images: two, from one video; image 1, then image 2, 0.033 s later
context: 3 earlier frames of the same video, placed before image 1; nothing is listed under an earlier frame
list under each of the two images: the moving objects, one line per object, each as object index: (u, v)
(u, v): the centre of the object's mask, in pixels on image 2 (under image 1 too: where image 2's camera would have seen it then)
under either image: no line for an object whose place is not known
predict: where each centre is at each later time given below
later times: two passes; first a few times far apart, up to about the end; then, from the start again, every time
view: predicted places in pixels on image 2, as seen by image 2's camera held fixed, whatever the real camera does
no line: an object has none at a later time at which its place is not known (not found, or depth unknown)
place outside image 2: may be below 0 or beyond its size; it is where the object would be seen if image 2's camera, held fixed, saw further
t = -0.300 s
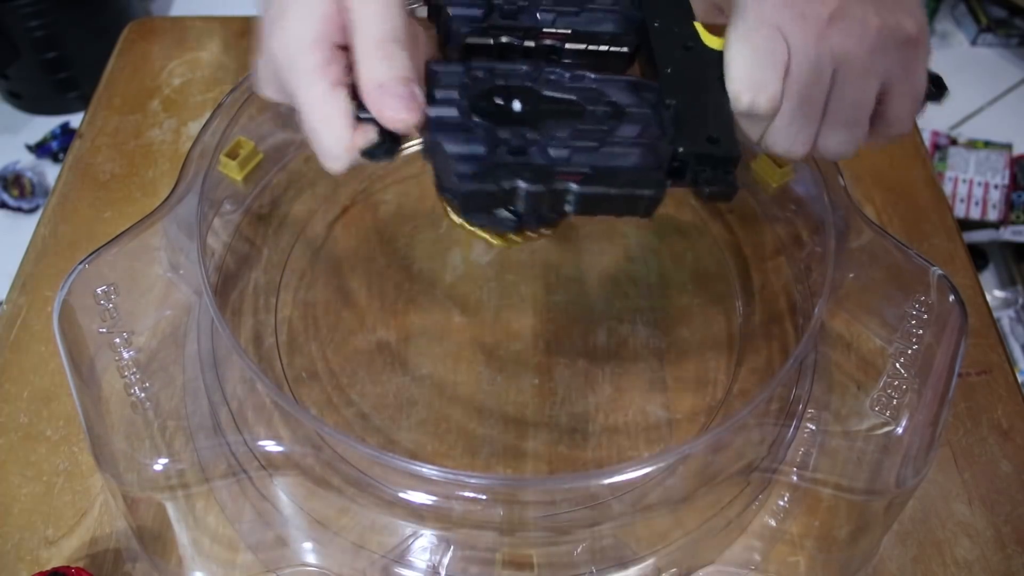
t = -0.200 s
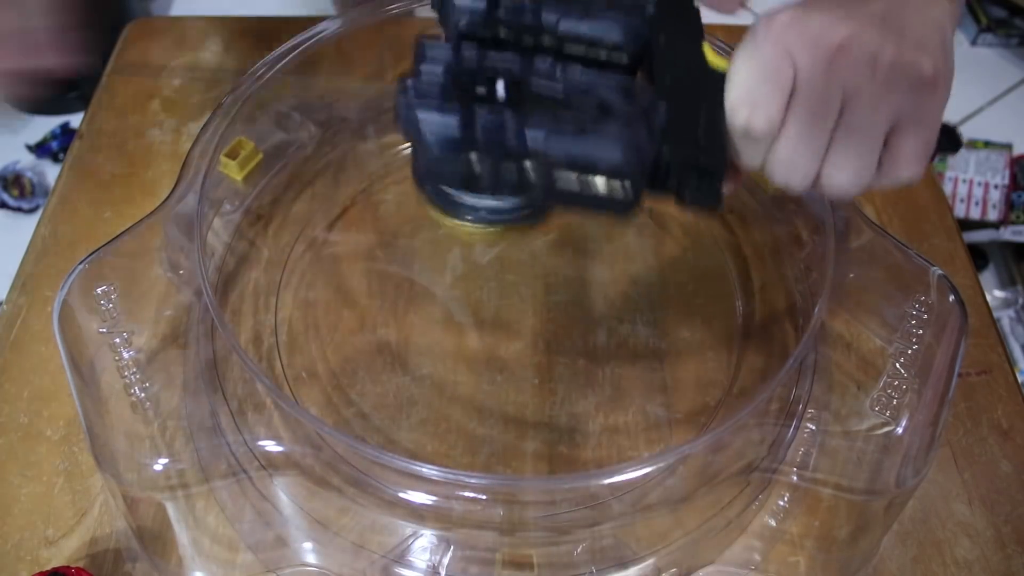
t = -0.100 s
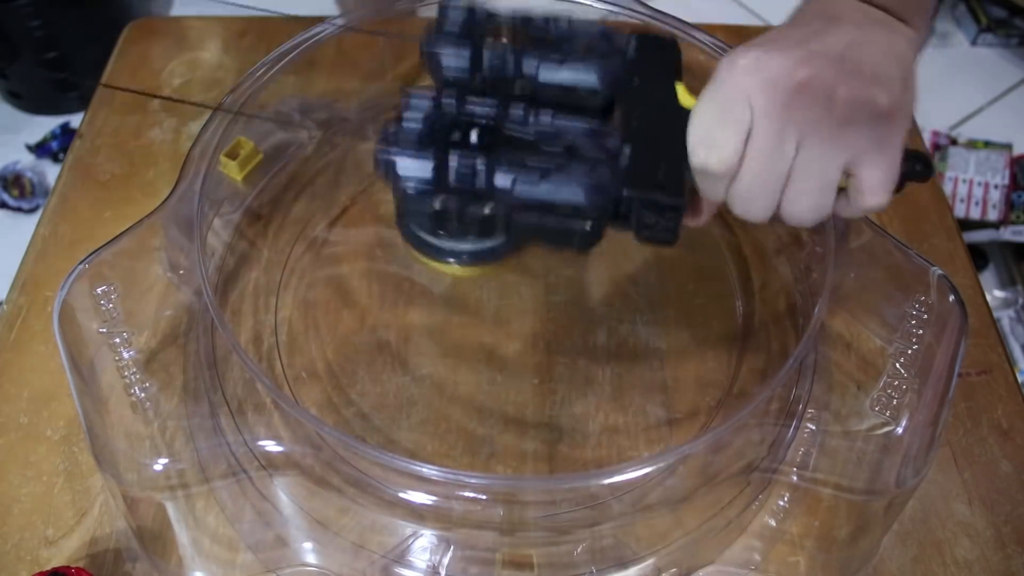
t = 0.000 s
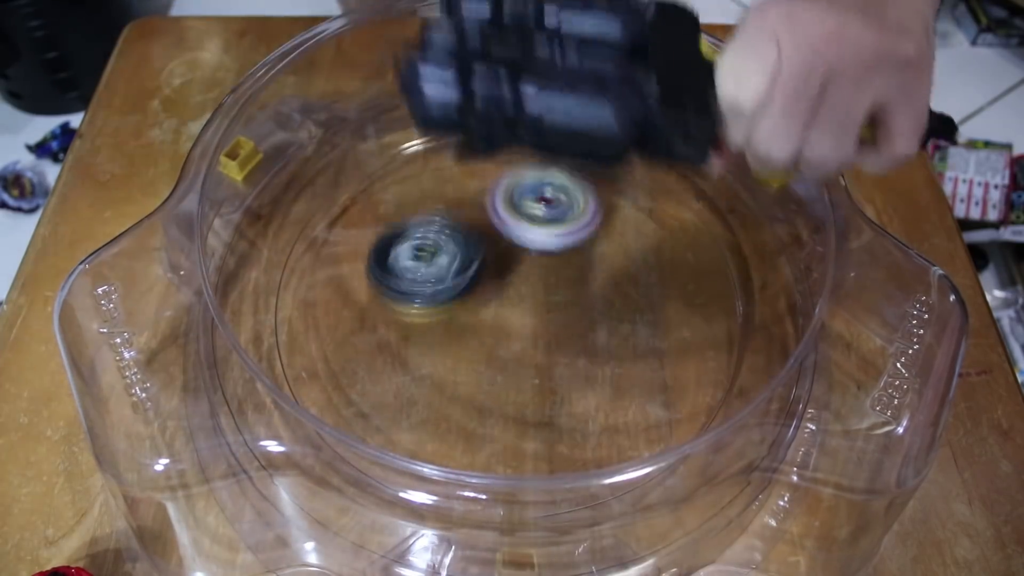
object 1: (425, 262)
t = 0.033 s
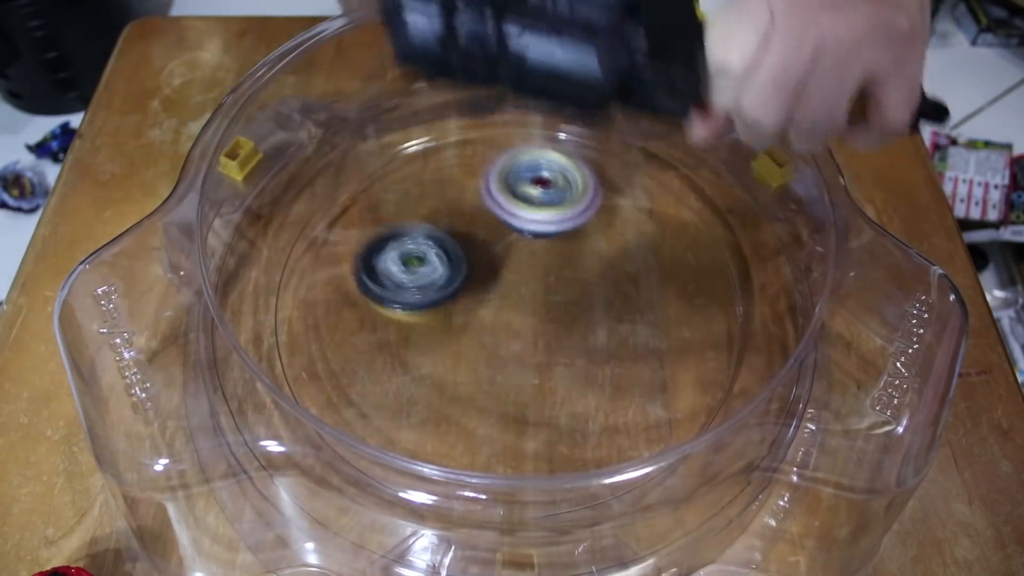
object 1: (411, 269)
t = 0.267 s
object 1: (355, 314)
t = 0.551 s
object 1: (512, 364)
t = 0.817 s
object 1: (492, 210)
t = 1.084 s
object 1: (259, 275)
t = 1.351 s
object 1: (420, 462)
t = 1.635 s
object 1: (690, 127)
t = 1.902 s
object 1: (484, 138)
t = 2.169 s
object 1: (358, 203)
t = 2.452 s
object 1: (574, 351)
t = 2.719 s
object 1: (660, 135)
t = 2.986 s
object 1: (475, 110)
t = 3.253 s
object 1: (402, 375)
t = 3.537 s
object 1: (768, 378)
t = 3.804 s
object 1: (711, 223)
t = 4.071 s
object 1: (396, 217)
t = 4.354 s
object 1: (358, 449)
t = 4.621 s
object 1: (591, 455)
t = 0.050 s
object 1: (405, 260)
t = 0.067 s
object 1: (398, 252)
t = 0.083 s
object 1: (391, 250)
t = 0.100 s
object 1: (385, 249)
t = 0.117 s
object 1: (380, 252)
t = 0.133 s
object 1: (374, 259)
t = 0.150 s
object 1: (370, 267)
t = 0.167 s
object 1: (365, 281)
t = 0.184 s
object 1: (361, 297)
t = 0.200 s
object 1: (361, 302)
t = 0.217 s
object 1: (360, 302)
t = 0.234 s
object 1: (360, 303)
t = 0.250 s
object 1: (360, 307)
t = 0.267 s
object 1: (355, 314)
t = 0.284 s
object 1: (339, 327)
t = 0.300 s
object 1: (324, 345)
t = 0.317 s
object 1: (311, 363)
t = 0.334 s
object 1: (311, 371)
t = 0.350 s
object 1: (326, 366)
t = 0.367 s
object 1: (340, 363)
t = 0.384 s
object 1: (355, 362)
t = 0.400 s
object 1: (372, 364)
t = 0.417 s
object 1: (389, 369)
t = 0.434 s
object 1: (406, 374)
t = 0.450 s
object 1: (422, 368)
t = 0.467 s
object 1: (438, 365)
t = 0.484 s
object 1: (455, 366)
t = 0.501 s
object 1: (472, 369)
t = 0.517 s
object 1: (488, 369)
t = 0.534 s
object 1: (500, 365)
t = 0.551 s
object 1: (512, 364)
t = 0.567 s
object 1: (524, 362)
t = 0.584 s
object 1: (534, 355)
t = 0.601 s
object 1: (544, 348)
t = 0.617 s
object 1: (551, 339)
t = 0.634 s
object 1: (557, 329)
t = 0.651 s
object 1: (562, 318)
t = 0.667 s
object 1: (565, 307)
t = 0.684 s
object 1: (564, 295)
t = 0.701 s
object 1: (563, 282)
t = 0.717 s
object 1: (558, 272)
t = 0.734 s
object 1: (551, 262)
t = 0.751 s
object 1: (541, 252)
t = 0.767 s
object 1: (531, 242)
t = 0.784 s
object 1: (519, 231)
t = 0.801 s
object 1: (506, 220)
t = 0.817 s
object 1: (492, 210)
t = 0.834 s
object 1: (476, 200)
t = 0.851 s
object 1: (459, 191)
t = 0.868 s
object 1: (439, 188)
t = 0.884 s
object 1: (419, 187)
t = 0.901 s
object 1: (398, 189)
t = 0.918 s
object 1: (378, 192)
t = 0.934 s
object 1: (357, 192)
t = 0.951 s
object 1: (336, 195)
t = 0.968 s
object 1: (315, 198)
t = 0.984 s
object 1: (296, 203)
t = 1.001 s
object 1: (281, 209)
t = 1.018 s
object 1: (264, 219)
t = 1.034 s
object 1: (253, 232)
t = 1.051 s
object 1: (253, 247)
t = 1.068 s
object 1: (257, 259)
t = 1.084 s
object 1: (259, 275)
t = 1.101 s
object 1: (264, 288)
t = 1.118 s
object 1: (267, 299)
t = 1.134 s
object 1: (256, 316)
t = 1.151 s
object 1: (246, 334)
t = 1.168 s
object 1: (243, 349)
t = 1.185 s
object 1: (240, 369)
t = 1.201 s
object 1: (242, 387)
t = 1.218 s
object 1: (246, 405)
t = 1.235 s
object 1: (258, 420)
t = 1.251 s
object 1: (271, 433)
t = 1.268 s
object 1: (280, 455)
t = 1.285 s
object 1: (309, 464)
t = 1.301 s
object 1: (338, 456)
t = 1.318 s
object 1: (365, 460)
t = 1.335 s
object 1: (389, 461)
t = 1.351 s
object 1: (420, 462)
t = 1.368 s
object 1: (449, 460)
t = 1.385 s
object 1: (482, 438)
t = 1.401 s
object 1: (514, 433)
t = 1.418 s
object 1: (544, 428)
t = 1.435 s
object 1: (573, 417)
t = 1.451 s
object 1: (600, 404)
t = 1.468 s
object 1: (624, 384)
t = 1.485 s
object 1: (647, 362)
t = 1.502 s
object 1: (665, 341)
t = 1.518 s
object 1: (678, 313)
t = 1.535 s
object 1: (691, 288)
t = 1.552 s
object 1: (701, 263)
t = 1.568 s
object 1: (707, 234)
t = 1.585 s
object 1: (711, 207)
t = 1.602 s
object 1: (707, 177)
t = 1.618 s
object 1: (701, 147)
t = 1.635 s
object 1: (690, 127)
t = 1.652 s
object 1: (670, 116)
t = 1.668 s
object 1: (641, 110)
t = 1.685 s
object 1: (618, 101)
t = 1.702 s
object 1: (592, 88)
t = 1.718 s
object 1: (562, 76)
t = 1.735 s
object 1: (533, 69)
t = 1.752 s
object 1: (507, 65)
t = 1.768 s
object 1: (480, 56)
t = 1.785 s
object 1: (454, 50)
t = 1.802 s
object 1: (432, 49)
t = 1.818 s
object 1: (437, 61)
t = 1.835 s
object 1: (446, 73)
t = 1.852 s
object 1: (457, 87)
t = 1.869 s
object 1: (467, 101)
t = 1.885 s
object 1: (476, 119)
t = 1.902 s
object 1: (484, 138)
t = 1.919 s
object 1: (489, 153)
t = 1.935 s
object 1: (481, 151)
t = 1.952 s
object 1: (467, 141)
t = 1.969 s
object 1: (454, 135)
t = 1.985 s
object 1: (440, 133)
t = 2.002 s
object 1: (427, 133)
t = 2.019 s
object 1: (414, 137)
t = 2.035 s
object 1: (403, 136)
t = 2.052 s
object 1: (393, 136)
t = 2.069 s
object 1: (383, 138)
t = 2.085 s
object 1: (373, 147)
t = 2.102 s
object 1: (369, 153)
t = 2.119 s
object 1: (365, 163)
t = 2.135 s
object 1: (362, 177)
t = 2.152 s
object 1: (360, 192)
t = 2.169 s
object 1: (358, 203)
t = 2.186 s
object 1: (357, 219)
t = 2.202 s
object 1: (357, 231)
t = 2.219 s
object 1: (360, 244)
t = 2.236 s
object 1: (364, 256)
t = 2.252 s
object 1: (371, 268)
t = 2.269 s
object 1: (381, 280)
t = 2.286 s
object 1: (391, 292)
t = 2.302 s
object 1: (405, 303)
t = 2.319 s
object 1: (420, 315)
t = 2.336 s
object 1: (436, 325)
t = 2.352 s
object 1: (454, 336)
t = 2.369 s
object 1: (473, 344)
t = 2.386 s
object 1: (492, 350)
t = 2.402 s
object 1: (513, 354)
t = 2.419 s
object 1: (534, 354)
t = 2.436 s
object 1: (555, 355)
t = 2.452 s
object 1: (574, 351)
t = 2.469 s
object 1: (592, 347)
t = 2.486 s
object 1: (609, 339)
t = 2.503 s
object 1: (624, 330)
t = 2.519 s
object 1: (638, 318)
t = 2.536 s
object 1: (650, 308)
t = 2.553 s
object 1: (661, 294)
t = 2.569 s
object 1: (673, 276)
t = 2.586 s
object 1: (680, 261)
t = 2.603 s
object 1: (686, 244)
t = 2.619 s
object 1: (690, 226)
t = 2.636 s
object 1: (691, 207)
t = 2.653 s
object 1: (690, 192)
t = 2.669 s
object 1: (684, 176)
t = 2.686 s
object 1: (677, 158)
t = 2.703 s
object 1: (668, 146)
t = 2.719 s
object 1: (660, 135)
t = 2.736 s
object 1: (653, 124)
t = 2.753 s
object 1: (644, 115)
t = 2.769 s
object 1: (636, 108)
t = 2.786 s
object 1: (625, 103)
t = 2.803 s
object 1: (614, 98)
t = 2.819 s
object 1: (602, 95)
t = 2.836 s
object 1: (590, 92)
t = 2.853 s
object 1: (578, 90)
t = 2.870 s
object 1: (565, 89)
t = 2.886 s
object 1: (553, 89)
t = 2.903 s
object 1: (540, 90)
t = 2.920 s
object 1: (527, 91)
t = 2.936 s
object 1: (514, 94)
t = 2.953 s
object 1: (502, 98)
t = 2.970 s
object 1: (488, 103)
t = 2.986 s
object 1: (475, 110)
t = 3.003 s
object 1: (461, 118)
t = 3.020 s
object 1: (446, 126)
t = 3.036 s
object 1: (430, 138)
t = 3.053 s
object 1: (415, 151)
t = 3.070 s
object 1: (400, 163)
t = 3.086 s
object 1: (388, 179)
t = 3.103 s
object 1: (377, 196)
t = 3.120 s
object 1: (369, 214)
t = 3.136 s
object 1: (364, 233)
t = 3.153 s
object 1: (362, 252)
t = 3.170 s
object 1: (363, 272)
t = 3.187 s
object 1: (367, 292)
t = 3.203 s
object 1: (374, 312)
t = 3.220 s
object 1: (383, 333)
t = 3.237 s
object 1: (391, 354)
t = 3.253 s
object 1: (402, 375)
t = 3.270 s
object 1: (417, 395)
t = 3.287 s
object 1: (436, 412)
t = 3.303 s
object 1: (458, 422)
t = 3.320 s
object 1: (481, 432)
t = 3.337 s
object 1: (506, 449)
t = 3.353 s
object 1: (534, 458)
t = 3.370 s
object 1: (561, 464)
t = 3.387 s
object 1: (590, 464)
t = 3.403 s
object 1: (619, 459)
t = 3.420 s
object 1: (646, 450)
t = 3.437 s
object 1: (672, 439)
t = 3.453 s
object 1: (695, 430)
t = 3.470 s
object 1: (715, 420)
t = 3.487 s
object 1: (731, 411)
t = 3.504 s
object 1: (747, 400)
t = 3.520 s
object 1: (758, 388)
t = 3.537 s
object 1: (768, 378)
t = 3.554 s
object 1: (777, 365)
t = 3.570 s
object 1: (783, 354)
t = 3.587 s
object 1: (789, 343)
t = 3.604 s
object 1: (792, 331)
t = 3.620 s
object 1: (797, 320)
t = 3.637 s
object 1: (798, 309)
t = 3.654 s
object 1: (798, 297)
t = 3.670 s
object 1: (795, 286)
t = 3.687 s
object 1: (779, 277)
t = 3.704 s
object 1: (774, 270)
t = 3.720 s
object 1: (767, 261)
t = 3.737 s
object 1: (757, 252)
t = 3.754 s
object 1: (746, 243)
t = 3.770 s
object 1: (736, 236)
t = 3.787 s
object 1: (725, 229)
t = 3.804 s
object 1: (711, 223)
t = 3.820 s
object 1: (694, 211)
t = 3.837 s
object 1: (678, 205)
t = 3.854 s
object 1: (663, 198)
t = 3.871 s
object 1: (643, 191)
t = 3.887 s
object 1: (624, 183)
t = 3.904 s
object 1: (604, 180)
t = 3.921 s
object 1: (584, 179)
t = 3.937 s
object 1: (563, 176)
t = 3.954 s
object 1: (541, 176)
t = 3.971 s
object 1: (518, 177)
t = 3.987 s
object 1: (497, 180)
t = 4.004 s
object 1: (476, 185)
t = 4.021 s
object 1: (455, 191)
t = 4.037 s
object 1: (435, 199)
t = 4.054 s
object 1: (414, 207)
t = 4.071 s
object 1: (396, 217)
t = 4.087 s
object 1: (381, 227)
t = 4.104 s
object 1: (366, 239)
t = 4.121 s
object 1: (353, 248)
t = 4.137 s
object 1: (341, 263)
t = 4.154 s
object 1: (332, 277)
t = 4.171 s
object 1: (324, 290)
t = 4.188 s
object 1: (315, 306)
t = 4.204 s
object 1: (308, 320)
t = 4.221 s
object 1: (303, 334)
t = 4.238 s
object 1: (303, 347)
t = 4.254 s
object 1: (307, 359)
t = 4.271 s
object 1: (308, 378)
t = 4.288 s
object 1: (314, 395)
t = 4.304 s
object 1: (325, 410)
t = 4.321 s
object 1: (334, 426)
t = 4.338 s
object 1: (347, 441)
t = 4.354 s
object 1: (358, 449)
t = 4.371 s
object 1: (371, 459)
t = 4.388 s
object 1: (386, 467)
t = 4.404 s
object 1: (399, 473)
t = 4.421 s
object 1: (412, 479)
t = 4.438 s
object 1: (428, 484)
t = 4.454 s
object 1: (446, 493)
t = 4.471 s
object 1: (459, 496)
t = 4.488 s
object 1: (472, 498)
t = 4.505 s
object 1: (487, 498)
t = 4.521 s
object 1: (499, 497)
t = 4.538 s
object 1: (514, 493)
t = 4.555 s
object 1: (528, 489)
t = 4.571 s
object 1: (544, 482)
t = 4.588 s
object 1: (558, 475)
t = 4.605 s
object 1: (573, 468)
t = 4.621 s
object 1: (591, 455)
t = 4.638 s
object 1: (600, 432)
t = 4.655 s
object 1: (615, 421)
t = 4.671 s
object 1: (630, 412)
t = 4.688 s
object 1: (641, 400)
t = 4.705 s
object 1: (648, 385)
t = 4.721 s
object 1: (653, 370)
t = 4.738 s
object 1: (655, 352)
